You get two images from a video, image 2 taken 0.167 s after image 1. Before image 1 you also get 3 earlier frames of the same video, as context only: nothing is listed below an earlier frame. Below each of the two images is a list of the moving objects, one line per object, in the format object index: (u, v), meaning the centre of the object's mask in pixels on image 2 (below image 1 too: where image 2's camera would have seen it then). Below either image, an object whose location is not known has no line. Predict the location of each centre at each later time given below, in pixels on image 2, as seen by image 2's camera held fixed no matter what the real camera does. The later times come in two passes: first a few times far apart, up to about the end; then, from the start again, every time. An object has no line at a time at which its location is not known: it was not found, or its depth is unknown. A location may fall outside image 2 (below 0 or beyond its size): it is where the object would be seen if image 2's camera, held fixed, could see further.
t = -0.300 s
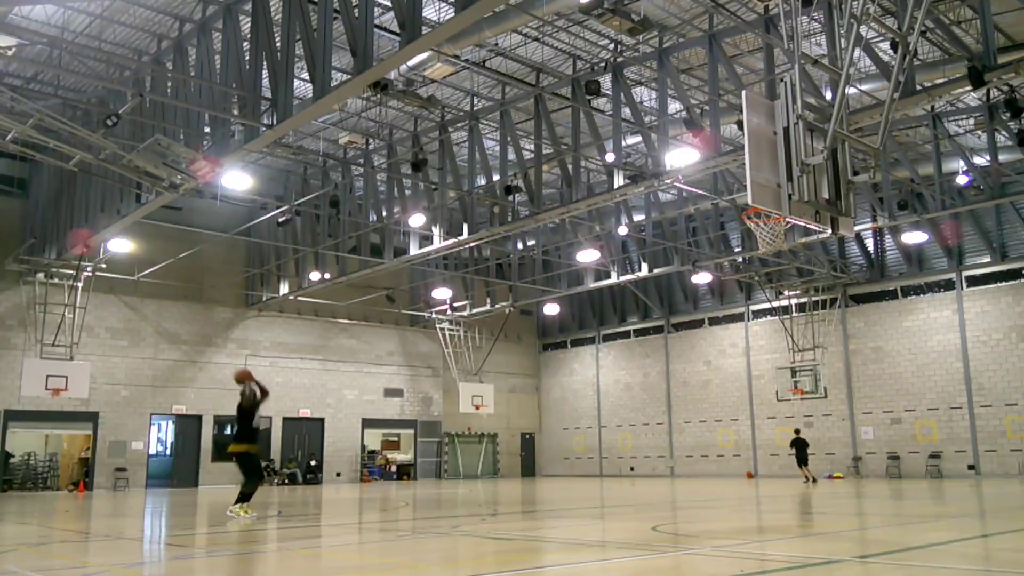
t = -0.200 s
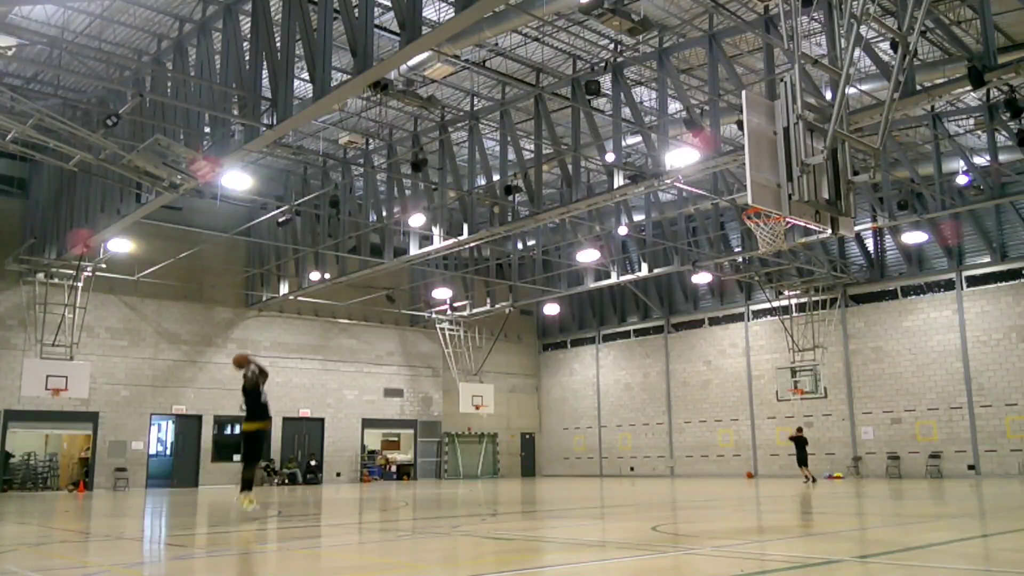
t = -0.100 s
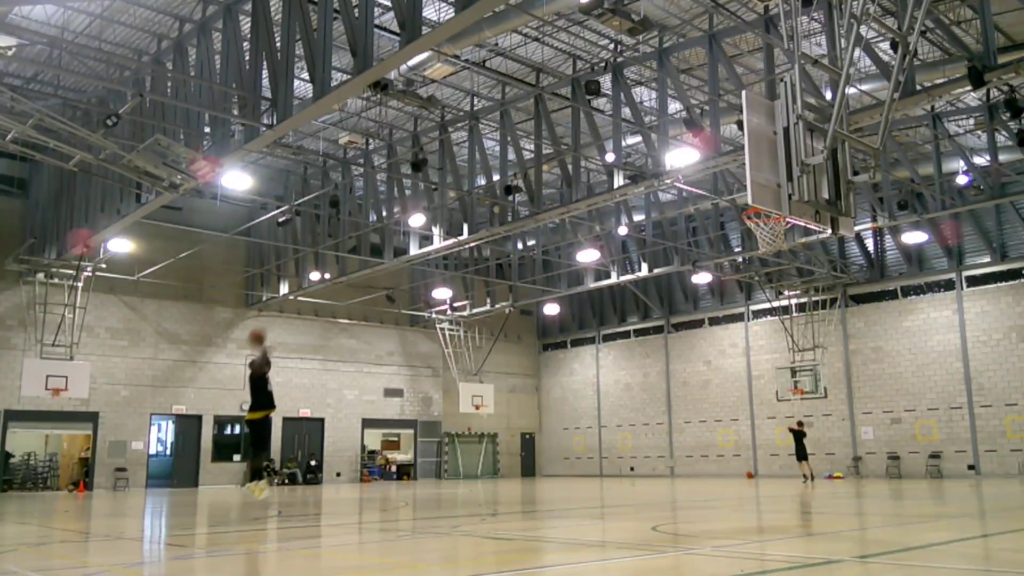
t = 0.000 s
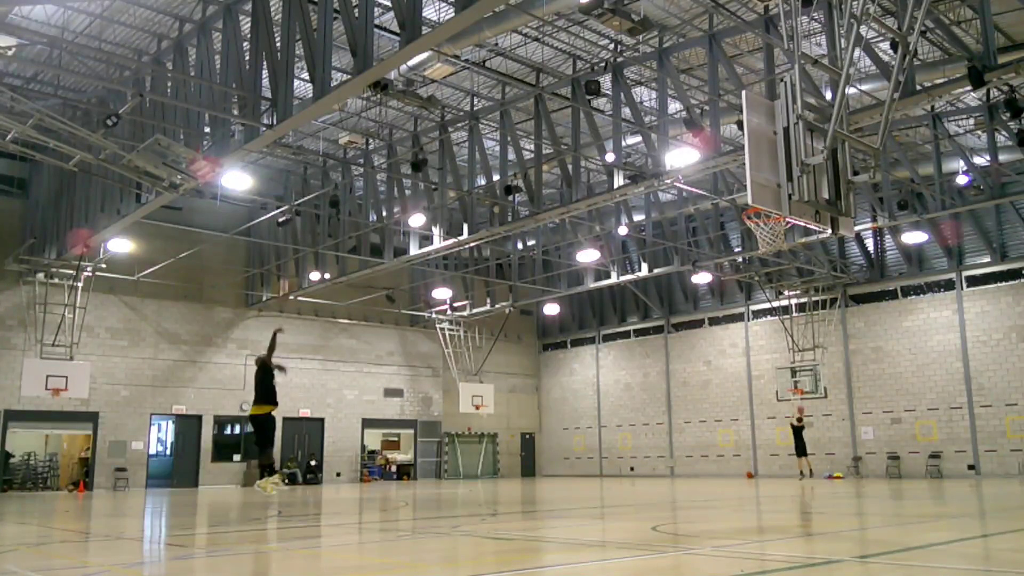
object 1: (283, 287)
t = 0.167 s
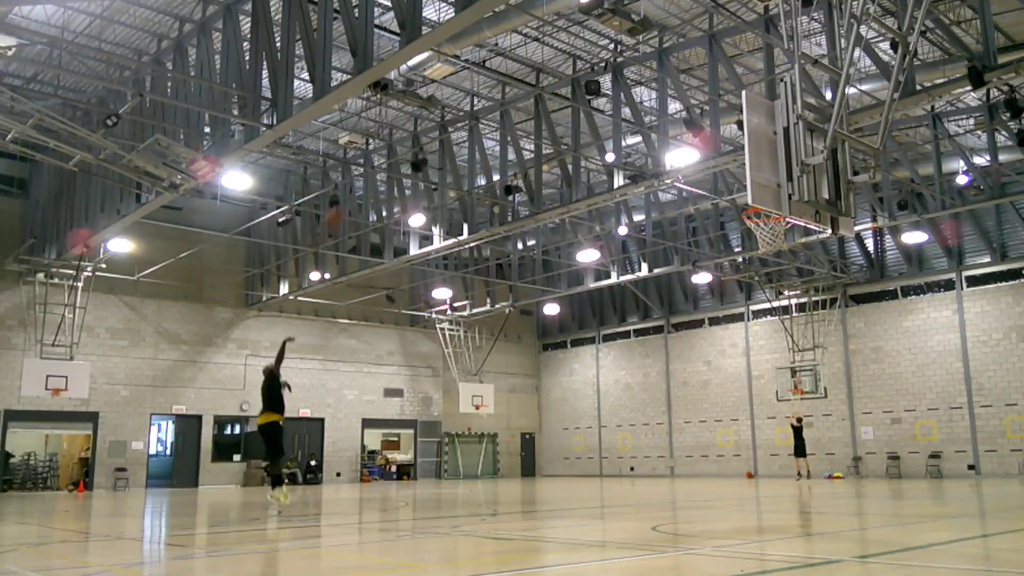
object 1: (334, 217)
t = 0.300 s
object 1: (378, 172)
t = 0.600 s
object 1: (478, 110)
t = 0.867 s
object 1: (580, 102)
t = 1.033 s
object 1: (653, 130)
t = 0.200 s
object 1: (346, 205)
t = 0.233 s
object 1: (356, 193)
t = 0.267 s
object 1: (368, 180)
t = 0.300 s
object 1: (378, 172)
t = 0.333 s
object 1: (390, 162)
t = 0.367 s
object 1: (400, 152)
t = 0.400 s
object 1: (410, 144)
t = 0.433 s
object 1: (420, 137)
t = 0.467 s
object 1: (433, 129)
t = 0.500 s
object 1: (443, 124)
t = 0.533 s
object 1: (455, 117)
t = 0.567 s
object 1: (467, 112)
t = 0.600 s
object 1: (478, 110)
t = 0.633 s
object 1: (492, 104)
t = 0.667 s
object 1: (503, 102)
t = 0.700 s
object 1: (515, 100)
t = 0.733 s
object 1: (529, 99)
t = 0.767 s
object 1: (542, 99)
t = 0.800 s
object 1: (553, 99)
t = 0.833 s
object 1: (568, 100)
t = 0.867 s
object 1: (580, 102)
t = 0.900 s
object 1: (594, 105)
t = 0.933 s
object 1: (611, 111)
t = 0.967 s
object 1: (626, 116)
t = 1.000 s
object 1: (639, 123)
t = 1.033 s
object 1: (653, 130)
